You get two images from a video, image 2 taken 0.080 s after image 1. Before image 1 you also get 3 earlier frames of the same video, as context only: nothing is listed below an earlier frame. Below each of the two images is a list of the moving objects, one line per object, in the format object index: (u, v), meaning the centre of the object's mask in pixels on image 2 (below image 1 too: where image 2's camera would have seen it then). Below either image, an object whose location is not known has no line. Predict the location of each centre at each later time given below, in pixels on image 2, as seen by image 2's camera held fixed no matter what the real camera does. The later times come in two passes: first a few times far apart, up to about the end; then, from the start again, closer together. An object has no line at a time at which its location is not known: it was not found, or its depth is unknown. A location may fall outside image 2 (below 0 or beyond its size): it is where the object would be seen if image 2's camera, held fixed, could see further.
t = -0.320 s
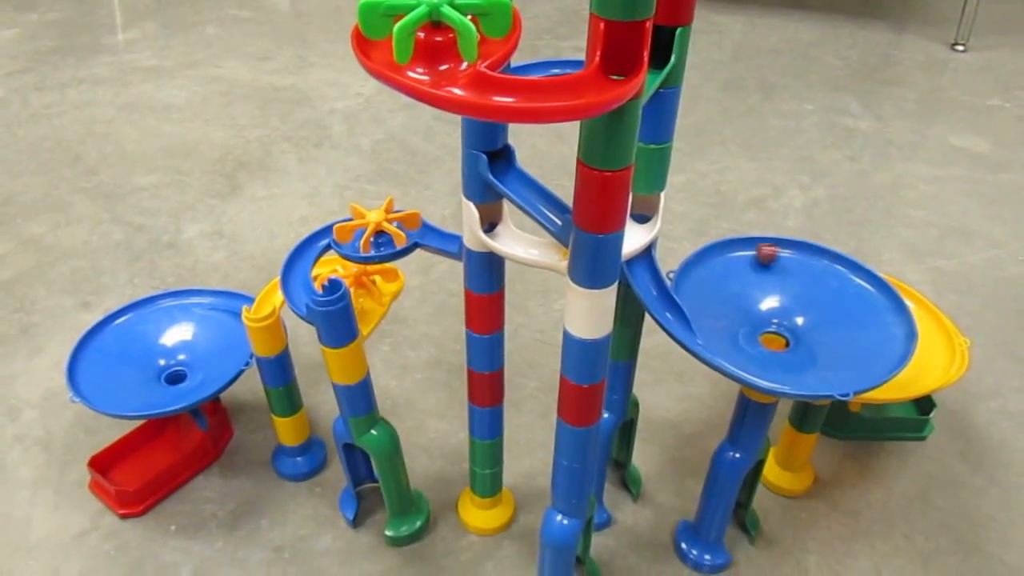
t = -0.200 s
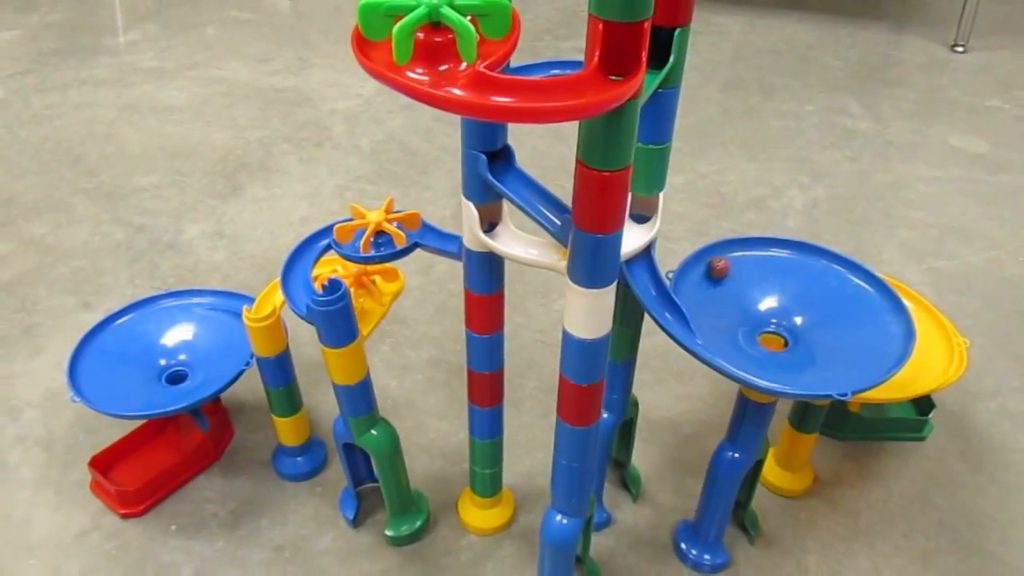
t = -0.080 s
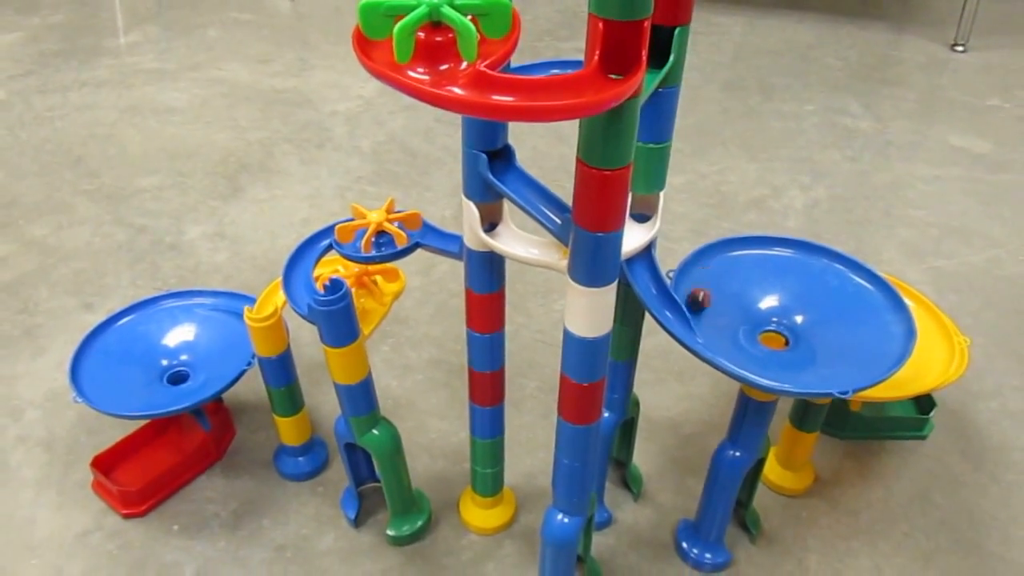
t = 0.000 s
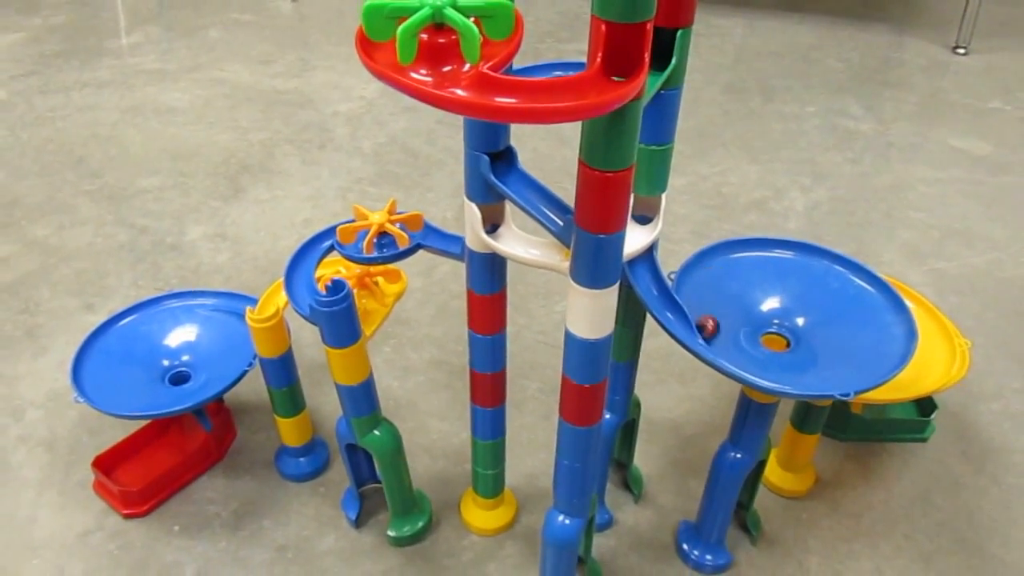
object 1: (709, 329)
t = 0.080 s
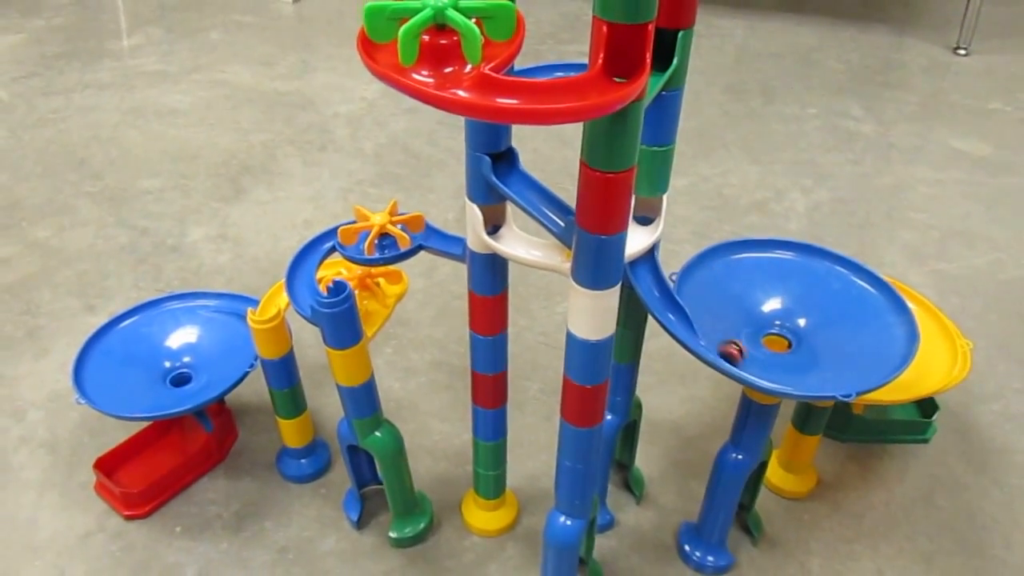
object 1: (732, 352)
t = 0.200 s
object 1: (789, 370)
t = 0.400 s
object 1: (863, 343)
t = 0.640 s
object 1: (820, 273)
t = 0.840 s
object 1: (741, 268)
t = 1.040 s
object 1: (722, 324)
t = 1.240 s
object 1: (803, 368)
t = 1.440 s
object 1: (864, 348)
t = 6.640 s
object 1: (752, 324)
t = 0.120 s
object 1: (749, 360)
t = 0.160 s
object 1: (768, 367)
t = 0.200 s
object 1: (789, 370)
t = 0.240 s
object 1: (809, 371)
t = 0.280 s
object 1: (827, 368)
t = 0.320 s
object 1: (843, 363)
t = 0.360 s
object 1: (855, 354)
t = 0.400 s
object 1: (863, 343)
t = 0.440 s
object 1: (866, 332)
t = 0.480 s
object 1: (864, 318)
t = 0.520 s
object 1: (857, 305)
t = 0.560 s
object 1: (847, 292)
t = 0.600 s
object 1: (834, 282)
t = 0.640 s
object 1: (820, 273)
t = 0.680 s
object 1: (804, 267)
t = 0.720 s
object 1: (787, 263)
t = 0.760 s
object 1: (770, 262)
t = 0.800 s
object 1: (755, 264)
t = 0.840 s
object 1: (741, 268)
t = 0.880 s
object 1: (729, 277)
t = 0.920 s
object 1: (721, 286)
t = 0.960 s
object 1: (716, 297)
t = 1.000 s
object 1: (716, 311)
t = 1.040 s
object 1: (722, 324)
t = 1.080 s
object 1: (733, 337)
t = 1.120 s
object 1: (747, 348)
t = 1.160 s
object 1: (764, 358)
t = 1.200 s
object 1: (784, 364)
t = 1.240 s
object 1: (803, 368)
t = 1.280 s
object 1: (821, 369)
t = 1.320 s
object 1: (837, 367)
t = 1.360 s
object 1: (850, 363)
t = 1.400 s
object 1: (859, 356)
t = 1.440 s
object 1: (864, 348)
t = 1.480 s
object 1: (864, 337)
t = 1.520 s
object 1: (860, 326)
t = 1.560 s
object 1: (851, 313)
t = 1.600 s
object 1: (838, 303)
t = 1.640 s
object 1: (821, 292)
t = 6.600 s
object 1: (751, 316)
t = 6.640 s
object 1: (752, 324)
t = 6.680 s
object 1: (761, 333)
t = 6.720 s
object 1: (778, 341)
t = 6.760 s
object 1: (793, 342)
